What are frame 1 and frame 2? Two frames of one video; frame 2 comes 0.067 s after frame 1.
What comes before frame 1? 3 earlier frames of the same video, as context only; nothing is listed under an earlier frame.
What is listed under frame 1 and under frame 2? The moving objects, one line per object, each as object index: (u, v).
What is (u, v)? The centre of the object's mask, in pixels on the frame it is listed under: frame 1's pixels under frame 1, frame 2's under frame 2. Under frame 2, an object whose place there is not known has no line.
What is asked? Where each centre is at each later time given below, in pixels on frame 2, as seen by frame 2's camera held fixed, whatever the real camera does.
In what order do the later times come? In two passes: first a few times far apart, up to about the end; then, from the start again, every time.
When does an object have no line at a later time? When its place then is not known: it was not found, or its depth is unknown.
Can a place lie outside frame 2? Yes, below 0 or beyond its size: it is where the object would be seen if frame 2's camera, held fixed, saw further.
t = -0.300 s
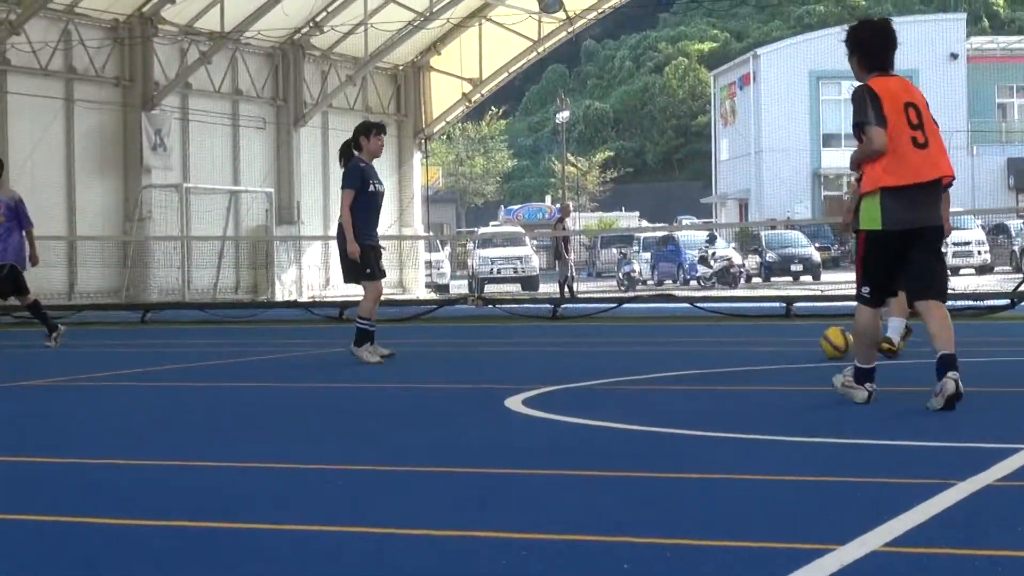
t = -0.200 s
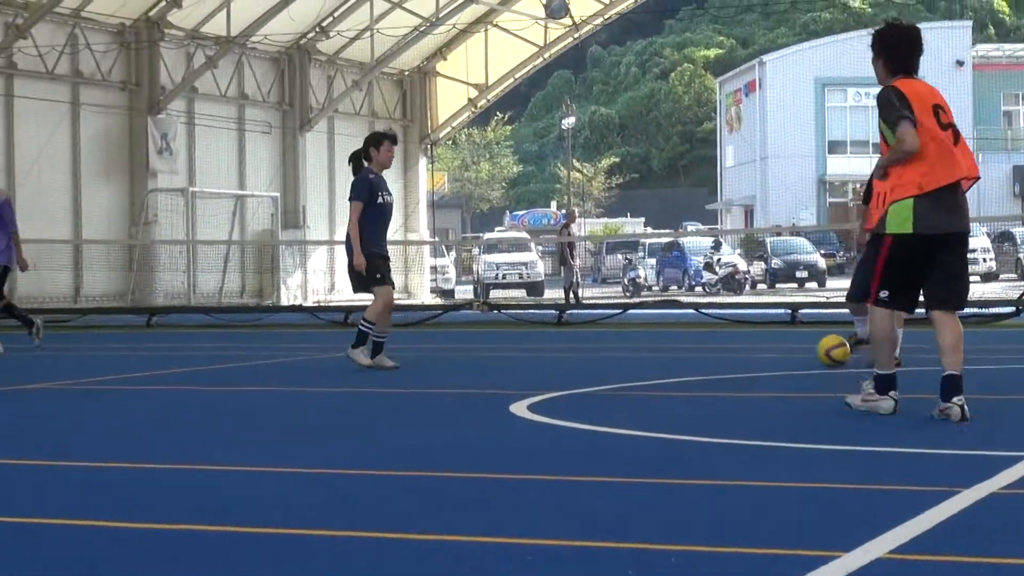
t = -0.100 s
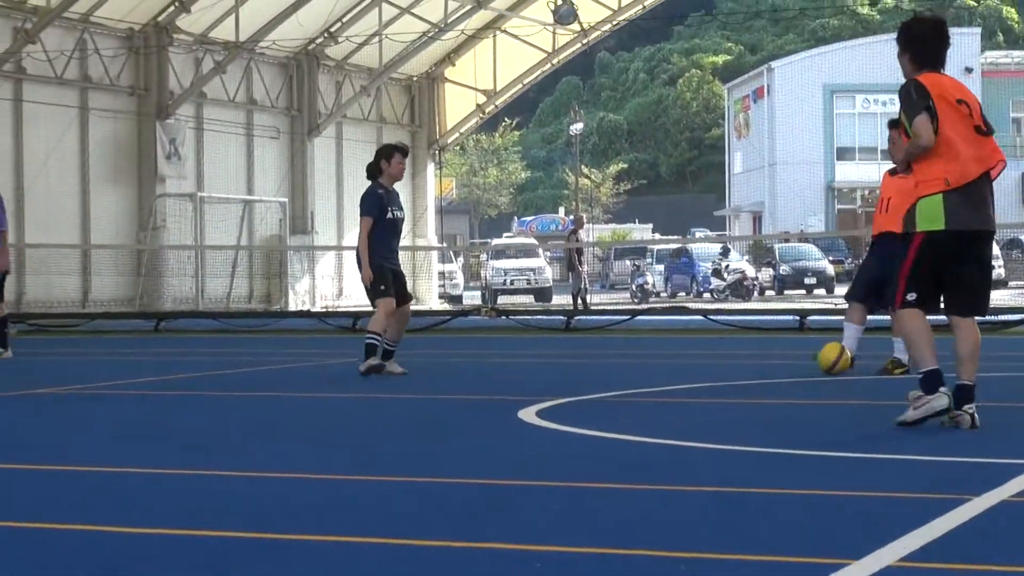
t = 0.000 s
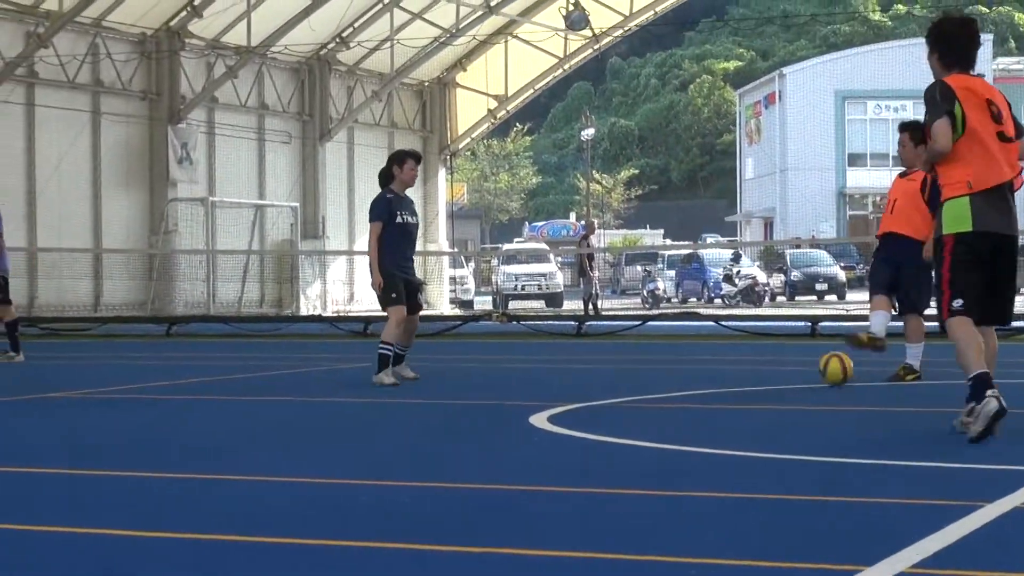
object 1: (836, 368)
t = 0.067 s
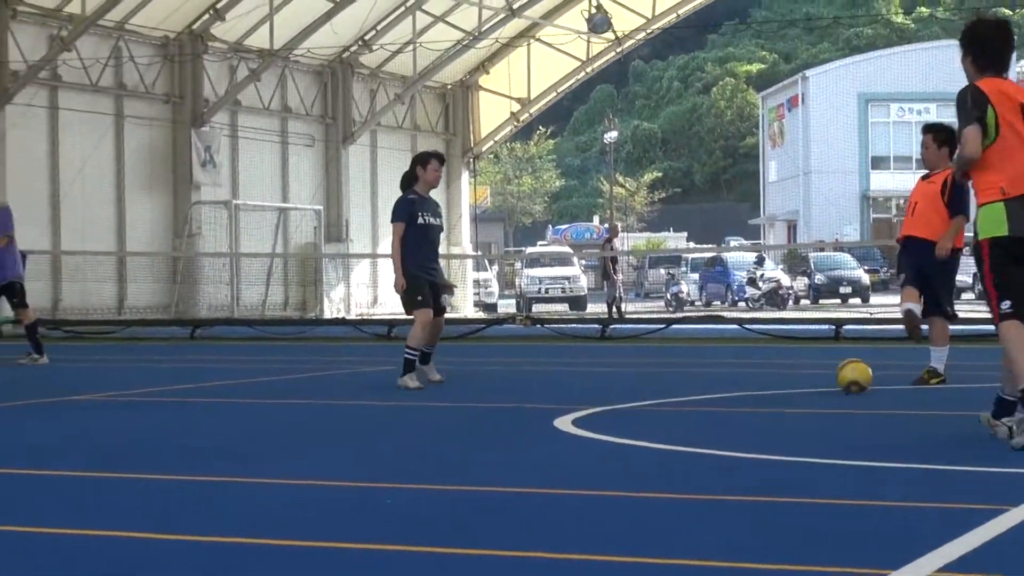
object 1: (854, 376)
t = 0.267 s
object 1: (835, 385)
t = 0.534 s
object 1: (810, 397)
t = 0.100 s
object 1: (851, 377)
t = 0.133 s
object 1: (848, 379)
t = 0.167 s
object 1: (844, 380)
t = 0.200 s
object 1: (842, 382)
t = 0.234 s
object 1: (837, 383)
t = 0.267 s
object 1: (835, 385)
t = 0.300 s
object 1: (832, 387)
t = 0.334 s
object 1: (829, 388)
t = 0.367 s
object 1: (826, 390)
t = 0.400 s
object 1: (823, 391)
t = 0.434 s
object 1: (820, 391)
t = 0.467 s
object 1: (817, 393)
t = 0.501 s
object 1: (814, 396)
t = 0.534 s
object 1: (810, 397)
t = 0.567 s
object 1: (809, 398)
